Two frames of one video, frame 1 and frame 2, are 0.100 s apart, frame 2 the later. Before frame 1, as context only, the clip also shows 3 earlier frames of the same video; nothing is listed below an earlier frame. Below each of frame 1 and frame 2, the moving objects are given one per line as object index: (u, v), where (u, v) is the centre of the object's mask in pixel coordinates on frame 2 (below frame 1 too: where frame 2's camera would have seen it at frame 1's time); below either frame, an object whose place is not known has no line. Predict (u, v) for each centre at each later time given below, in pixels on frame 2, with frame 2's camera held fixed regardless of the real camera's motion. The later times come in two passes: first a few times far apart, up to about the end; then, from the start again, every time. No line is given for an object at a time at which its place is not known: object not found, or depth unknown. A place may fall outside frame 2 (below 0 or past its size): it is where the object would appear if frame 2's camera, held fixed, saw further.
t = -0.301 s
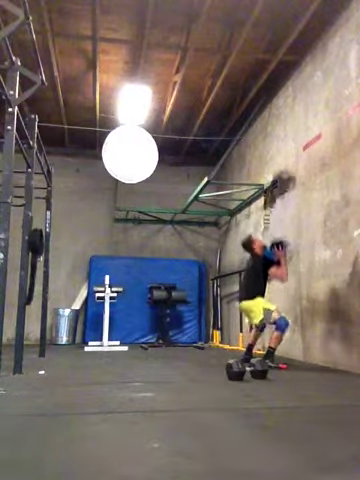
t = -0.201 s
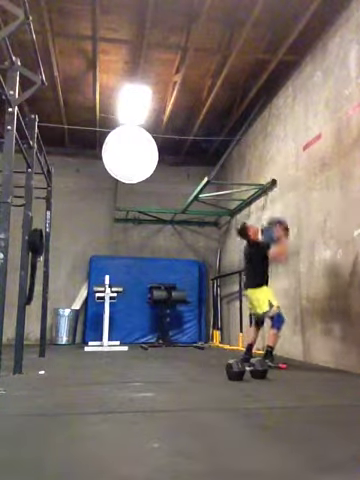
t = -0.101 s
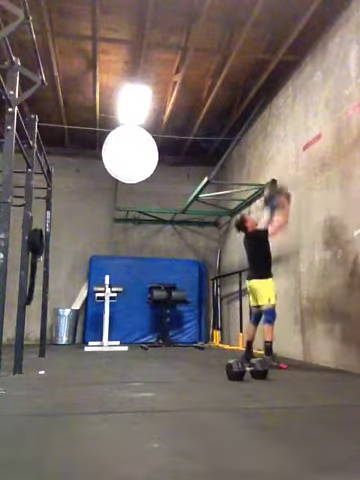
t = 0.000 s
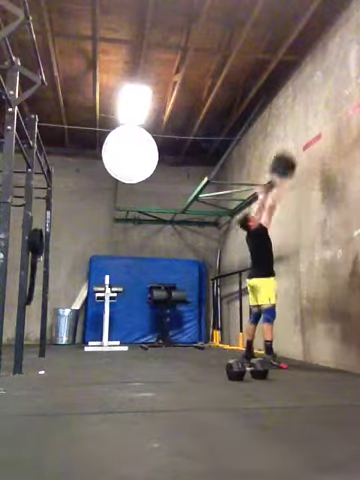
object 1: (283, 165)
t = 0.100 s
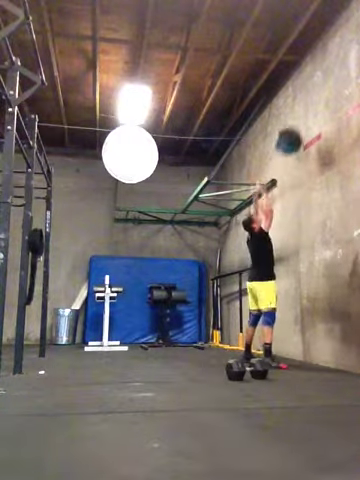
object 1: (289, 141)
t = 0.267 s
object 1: (299, 117)
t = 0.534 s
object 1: (298, 117)
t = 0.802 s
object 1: (291, 166)
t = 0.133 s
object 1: (291, 135)
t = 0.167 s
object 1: (292, 129)
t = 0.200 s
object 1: (294, 124)
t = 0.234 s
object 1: (297, 120)
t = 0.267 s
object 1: (299, 117)
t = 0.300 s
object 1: (300, 114)
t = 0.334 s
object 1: (301, 113)
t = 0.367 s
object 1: (301, 112)
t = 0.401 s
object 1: (301, 112)
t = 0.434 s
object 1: (300, 112)
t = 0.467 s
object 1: (300, 113)
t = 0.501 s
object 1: (299, 114)
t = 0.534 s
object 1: (298, 117)
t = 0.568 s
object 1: (297, 120)
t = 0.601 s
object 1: (296, 124)
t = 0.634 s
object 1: (294, 129)
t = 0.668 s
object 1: (294, 135)
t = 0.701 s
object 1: (293, 142)
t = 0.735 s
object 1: (292, 149)
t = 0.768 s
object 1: (292, 157)
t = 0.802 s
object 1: (291, 166)
